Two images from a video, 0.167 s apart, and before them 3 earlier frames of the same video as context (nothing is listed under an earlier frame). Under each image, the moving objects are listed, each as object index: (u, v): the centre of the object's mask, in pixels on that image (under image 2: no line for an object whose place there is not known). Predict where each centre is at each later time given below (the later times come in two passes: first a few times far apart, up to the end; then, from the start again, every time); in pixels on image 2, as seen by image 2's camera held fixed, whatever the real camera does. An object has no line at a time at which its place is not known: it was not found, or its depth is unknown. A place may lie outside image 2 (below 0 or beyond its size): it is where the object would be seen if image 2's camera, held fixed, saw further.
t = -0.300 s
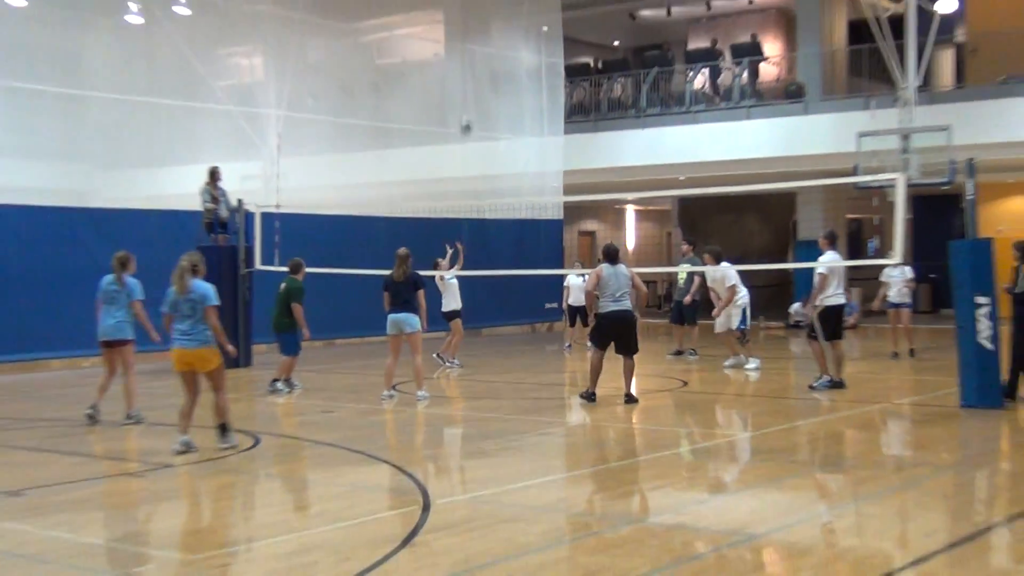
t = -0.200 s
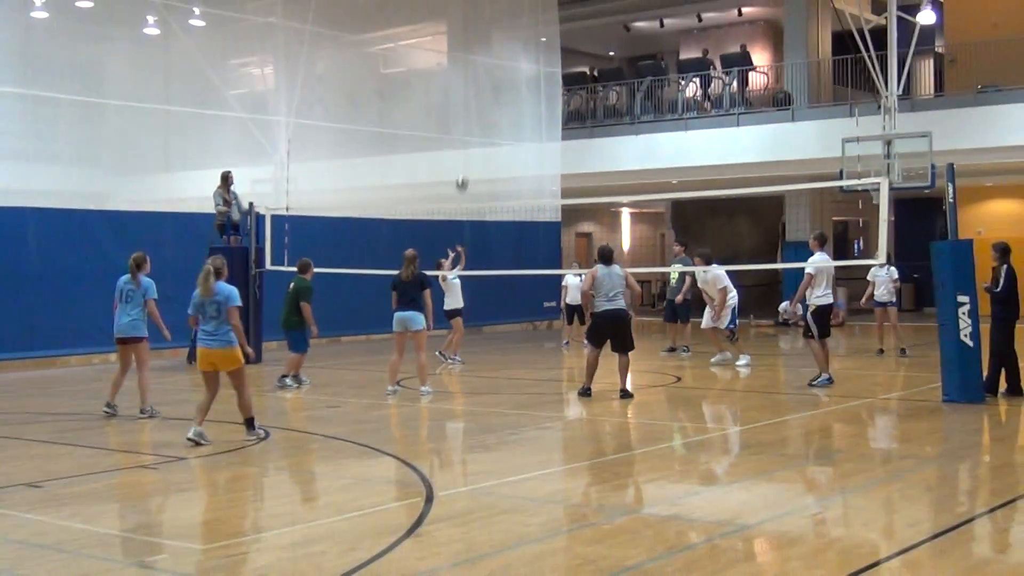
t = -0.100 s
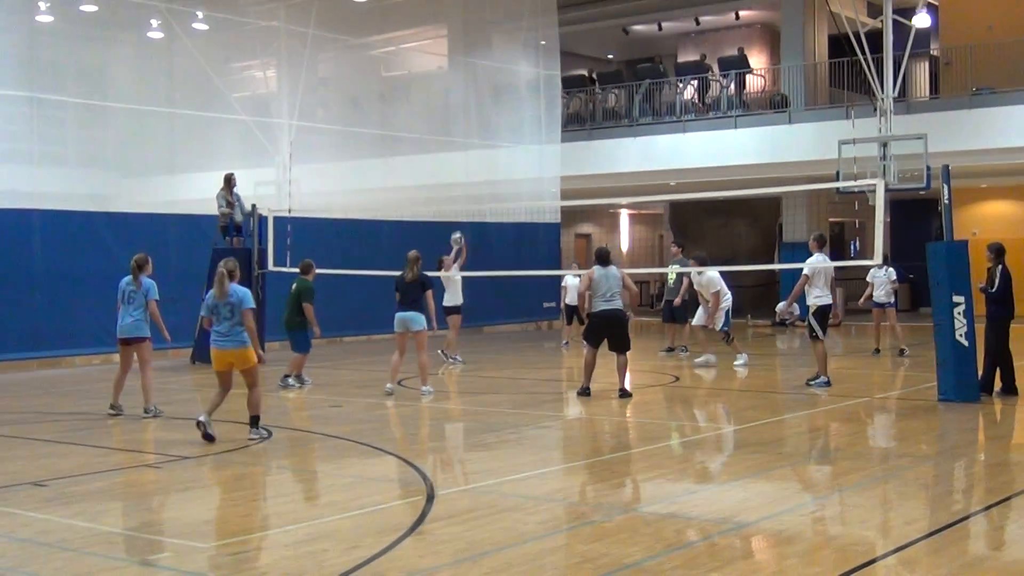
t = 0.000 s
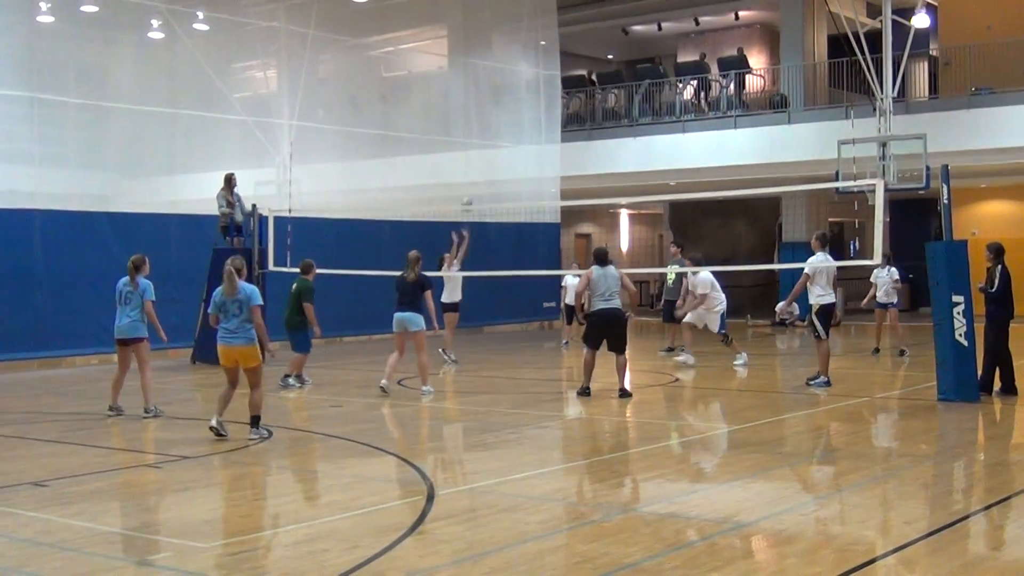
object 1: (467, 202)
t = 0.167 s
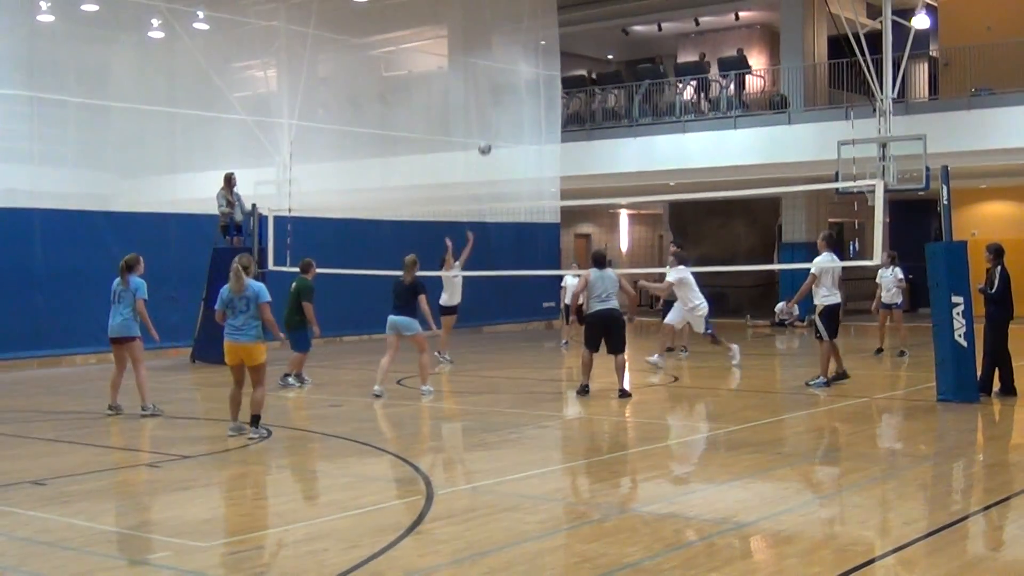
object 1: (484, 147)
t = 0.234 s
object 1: (492, 130)
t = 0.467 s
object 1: (515, 91)
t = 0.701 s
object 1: (541, 88)
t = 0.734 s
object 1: (545, 90)
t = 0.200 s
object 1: (488, 138)
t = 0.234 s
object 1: (492, 130)
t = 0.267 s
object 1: (495, 123)
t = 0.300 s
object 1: (499, 115)
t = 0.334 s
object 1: (502, 109)
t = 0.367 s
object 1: (505, 104)
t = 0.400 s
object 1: (508, 99)
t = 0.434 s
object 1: (512, 94)
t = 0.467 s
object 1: (515, 91)
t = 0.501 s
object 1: (519, 88)
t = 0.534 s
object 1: (523, 86)
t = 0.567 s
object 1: (526, 85)
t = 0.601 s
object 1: (530, 84)
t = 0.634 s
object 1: (534, 85)
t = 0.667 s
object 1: (538, 85)
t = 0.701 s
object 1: (541, 88)
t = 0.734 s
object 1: (545, 90)
